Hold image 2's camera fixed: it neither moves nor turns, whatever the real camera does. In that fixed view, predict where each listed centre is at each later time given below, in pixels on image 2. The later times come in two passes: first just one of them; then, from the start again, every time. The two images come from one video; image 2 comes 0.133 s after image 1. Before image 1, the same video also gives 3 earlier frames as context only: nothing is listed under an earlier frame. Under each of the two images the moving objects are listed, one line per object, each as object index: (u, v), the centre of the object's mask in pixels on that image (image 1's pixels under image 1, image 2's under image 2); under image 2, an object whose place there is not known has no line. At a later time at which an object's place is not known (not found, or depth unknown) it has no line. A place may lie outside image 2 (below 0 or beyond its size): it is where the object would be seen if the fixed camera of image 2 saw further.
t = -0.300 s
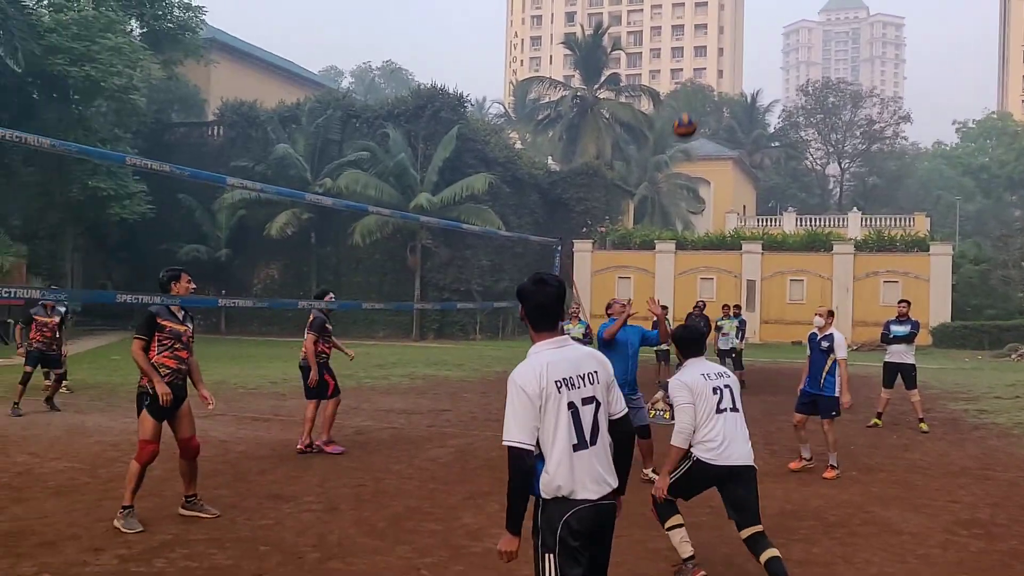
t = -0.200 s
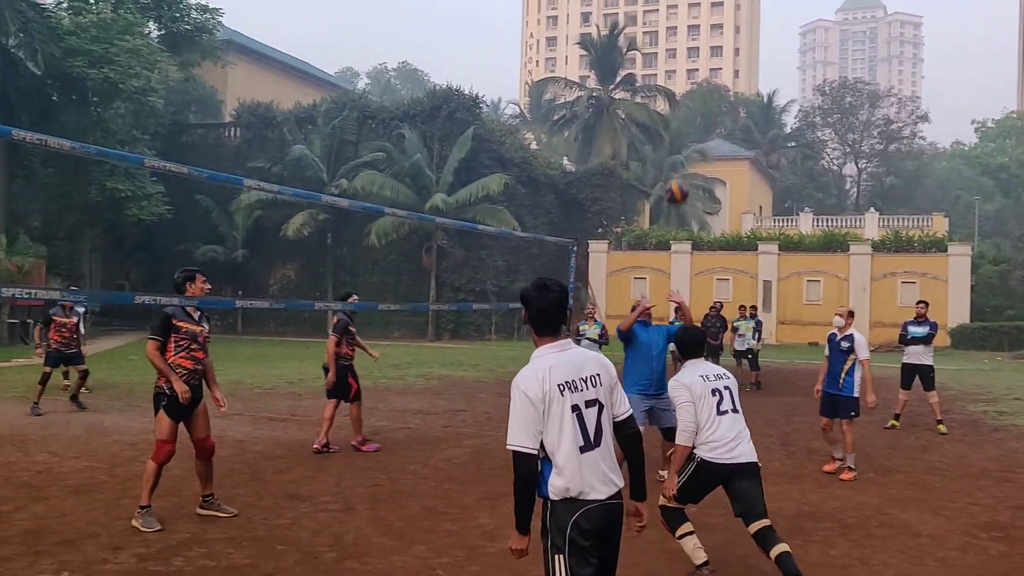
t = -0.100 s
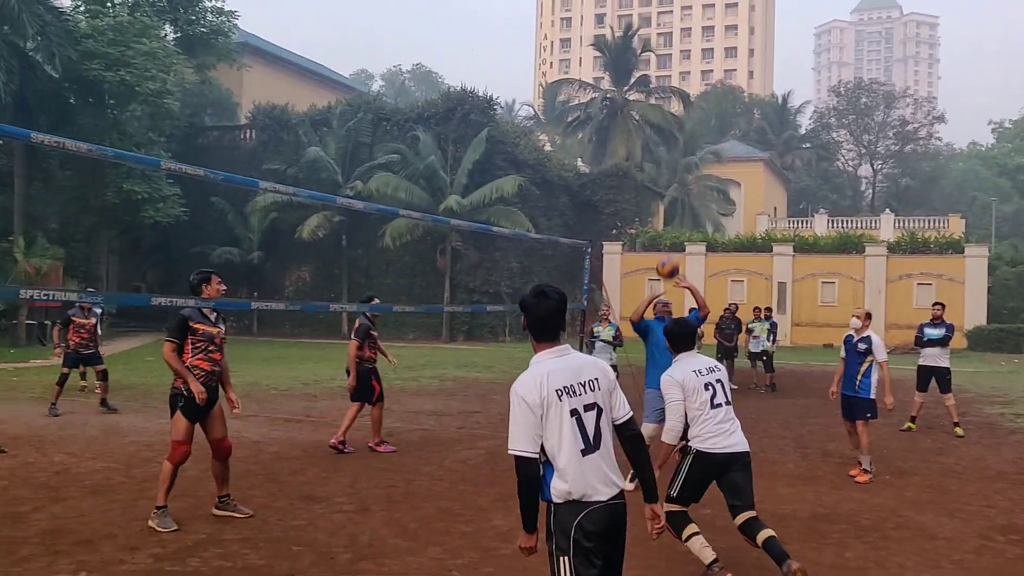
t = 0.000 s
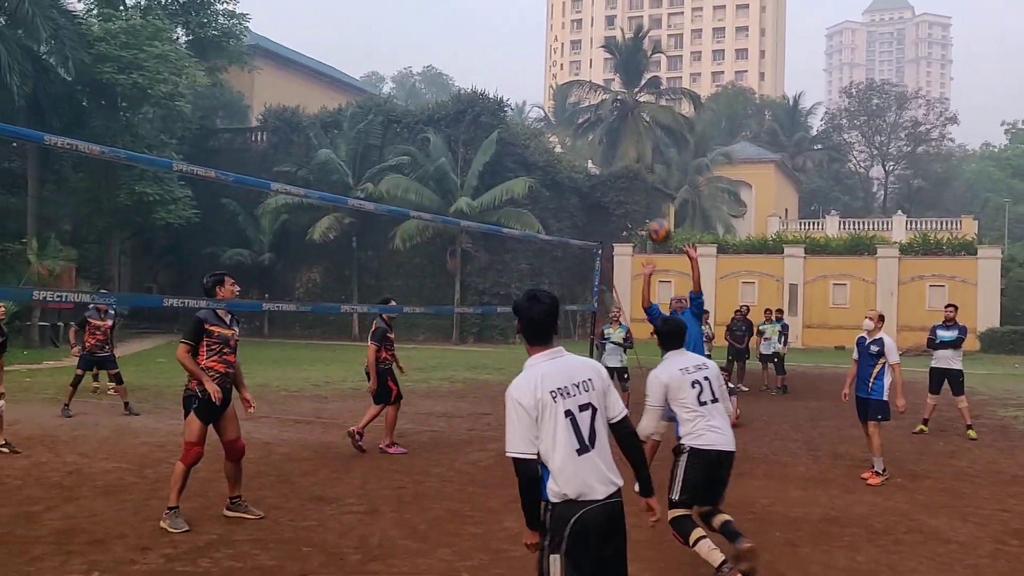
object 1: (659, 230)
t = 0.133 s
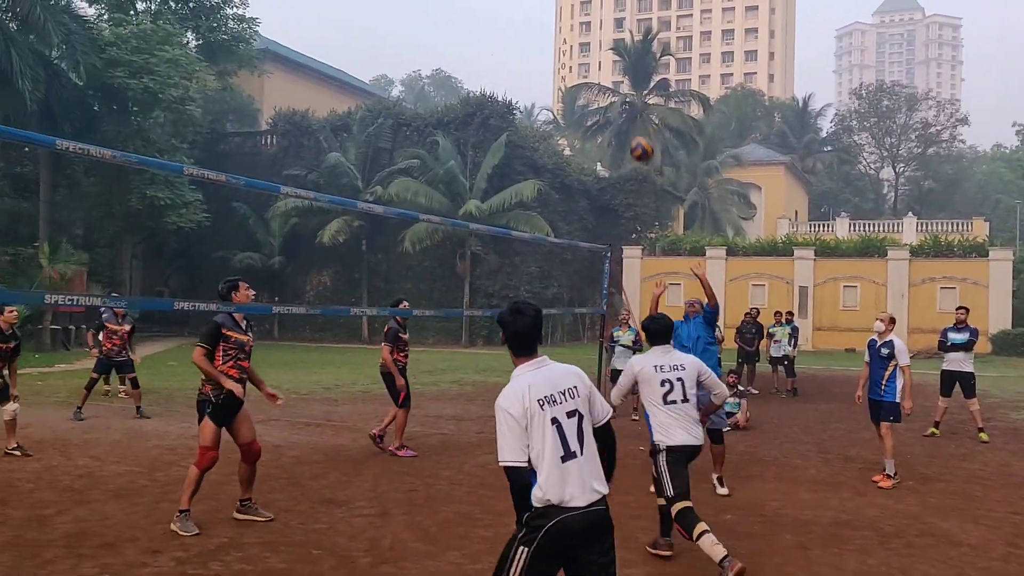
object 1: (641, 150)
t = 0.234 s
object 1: (621, 98)
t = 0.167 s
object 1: (635, 131)
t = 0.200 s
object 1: (629, 114)
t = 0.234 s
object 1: (621, 98)
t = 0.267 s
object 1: (615, 83)
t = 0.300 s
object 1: (608, 68)
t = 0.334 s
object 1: (601, 55)
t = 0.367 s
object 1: (594, 43)
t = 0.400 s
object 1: (587, 33)
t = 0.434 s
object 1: (580, 23)
